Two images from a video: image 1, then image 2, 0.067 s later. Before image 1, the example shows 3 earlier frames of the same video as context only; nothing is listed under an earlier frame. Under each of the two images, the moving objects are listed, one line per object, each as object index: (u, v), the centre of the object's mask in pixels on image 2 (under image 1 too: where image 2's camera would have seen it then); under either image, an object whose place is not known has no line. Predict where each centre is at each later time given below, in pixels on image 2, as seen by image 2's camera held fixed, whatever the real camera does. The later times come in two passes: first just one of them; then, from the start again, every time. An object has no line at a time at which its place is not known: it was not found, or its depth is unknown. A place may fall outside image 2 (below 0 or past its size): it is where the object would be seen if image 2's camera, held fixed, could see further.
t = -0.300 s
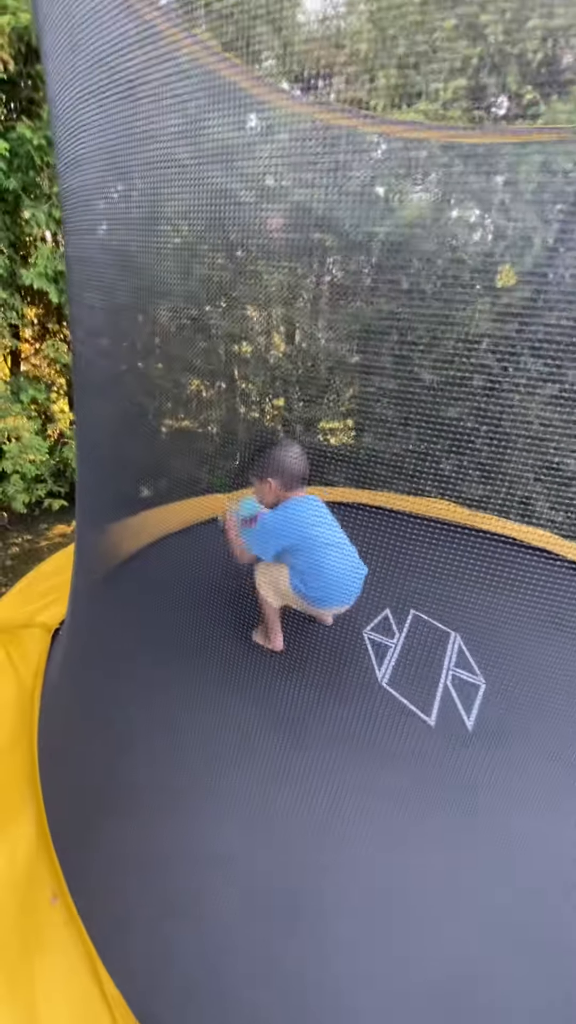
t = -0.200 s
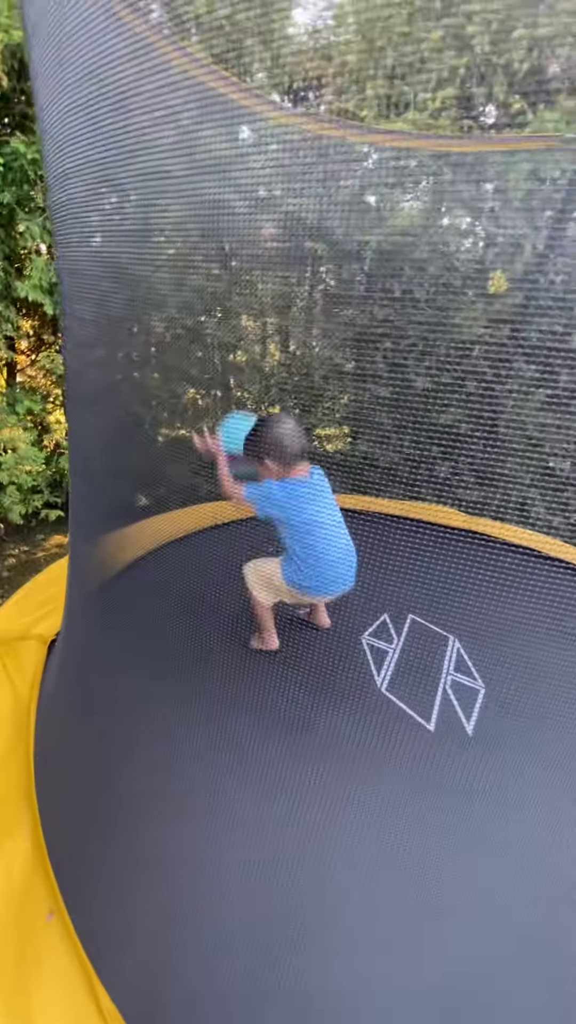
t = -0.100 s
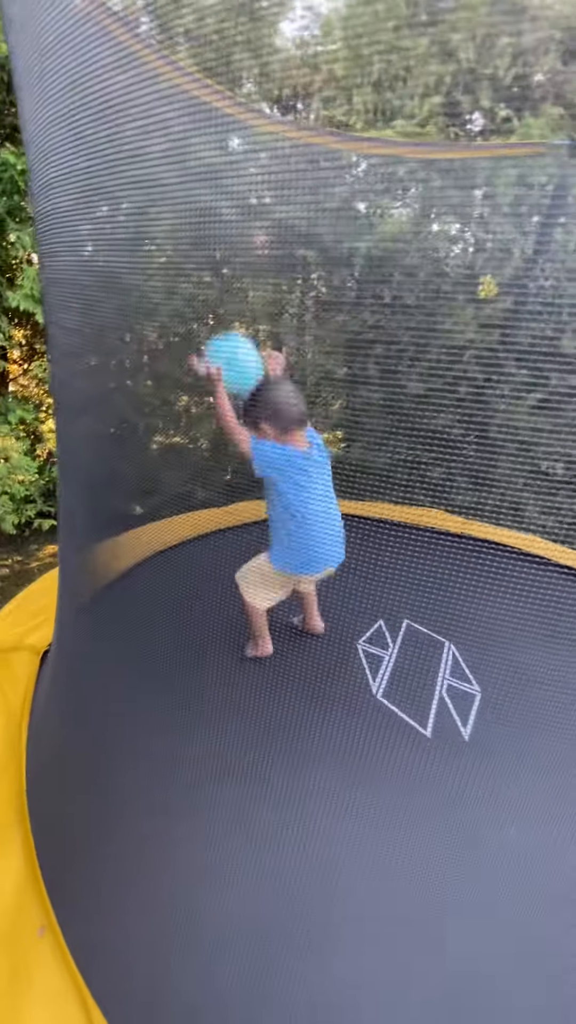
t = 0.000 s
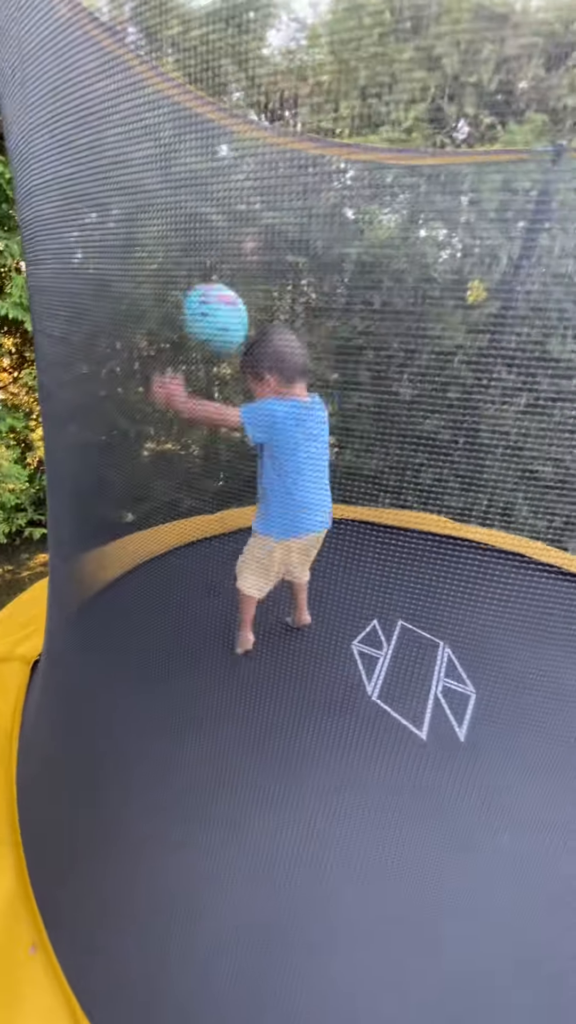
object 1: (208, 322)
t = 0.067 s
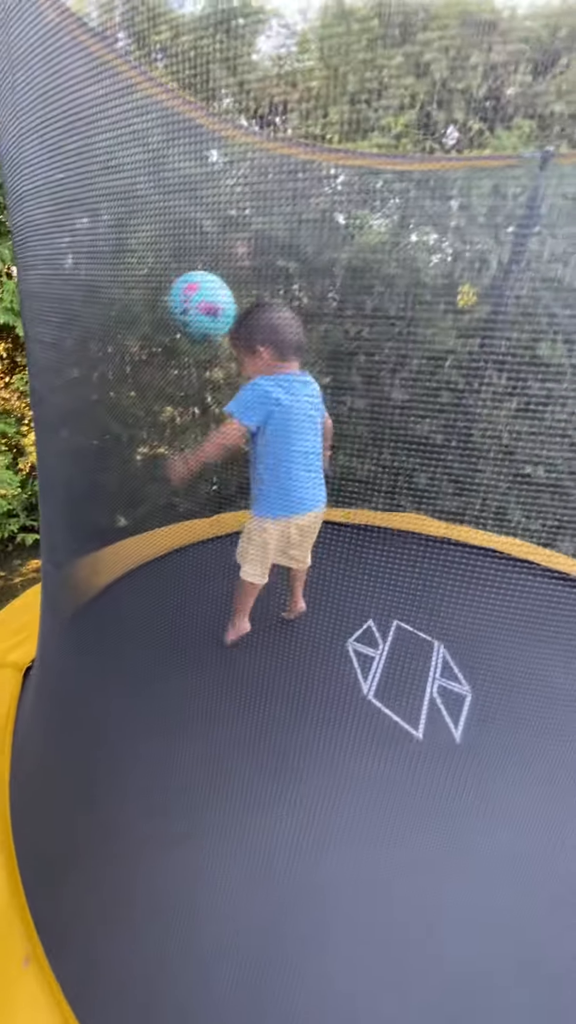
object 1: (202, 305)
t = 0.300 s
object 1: (182, 372)
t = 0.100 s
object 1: (199, 303)
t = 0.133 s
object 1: (197, 302)
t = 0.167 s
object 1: (193, 309)
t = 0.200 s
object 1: (190, 318)
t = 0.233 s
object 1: (188, 333)
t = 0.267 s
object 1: (184, 351)
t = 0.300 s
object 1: (182, 372)
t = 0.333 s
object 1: (179, 395)
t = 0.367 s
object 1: (179, 420)
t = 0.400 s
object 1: (178, 446)
